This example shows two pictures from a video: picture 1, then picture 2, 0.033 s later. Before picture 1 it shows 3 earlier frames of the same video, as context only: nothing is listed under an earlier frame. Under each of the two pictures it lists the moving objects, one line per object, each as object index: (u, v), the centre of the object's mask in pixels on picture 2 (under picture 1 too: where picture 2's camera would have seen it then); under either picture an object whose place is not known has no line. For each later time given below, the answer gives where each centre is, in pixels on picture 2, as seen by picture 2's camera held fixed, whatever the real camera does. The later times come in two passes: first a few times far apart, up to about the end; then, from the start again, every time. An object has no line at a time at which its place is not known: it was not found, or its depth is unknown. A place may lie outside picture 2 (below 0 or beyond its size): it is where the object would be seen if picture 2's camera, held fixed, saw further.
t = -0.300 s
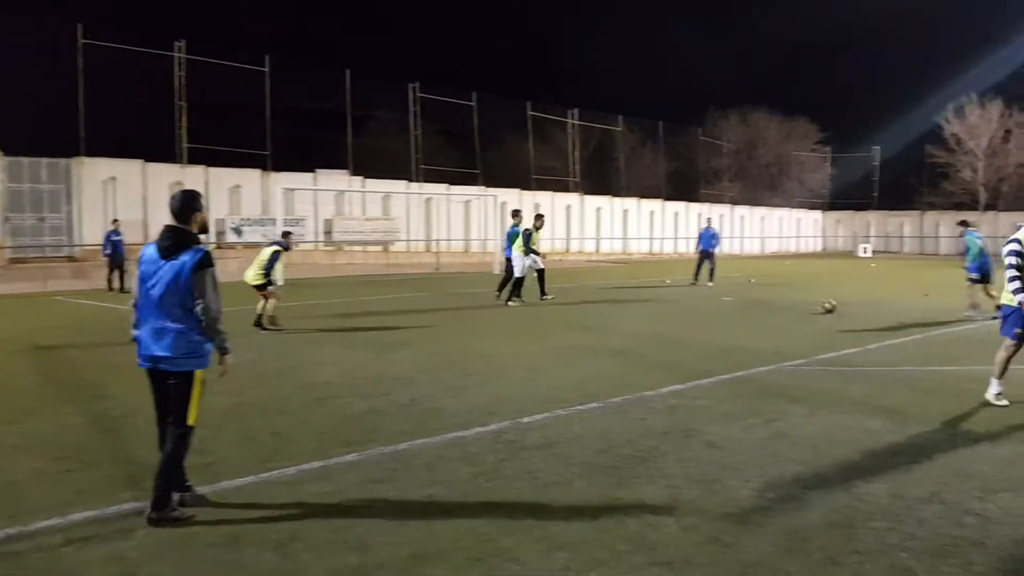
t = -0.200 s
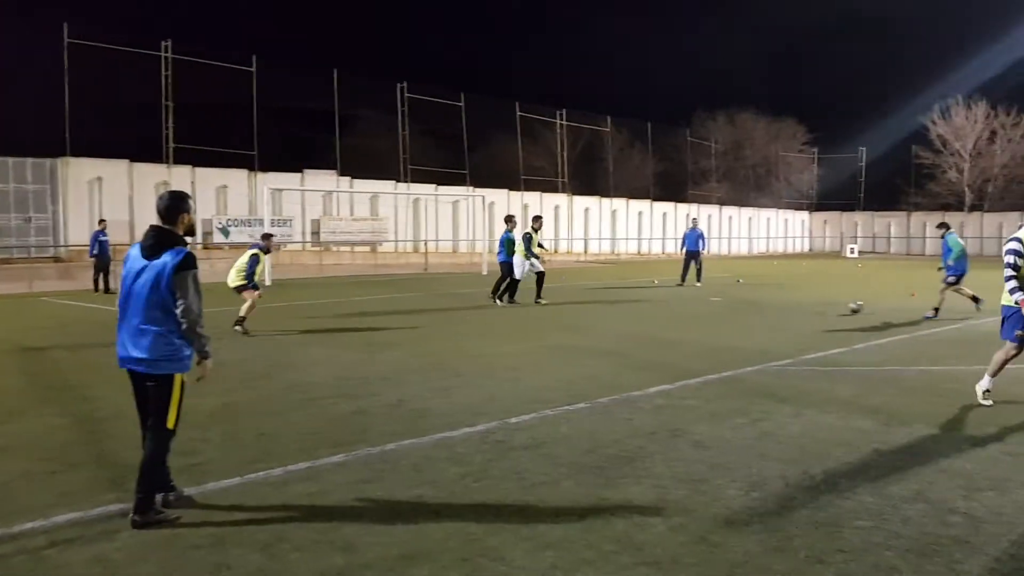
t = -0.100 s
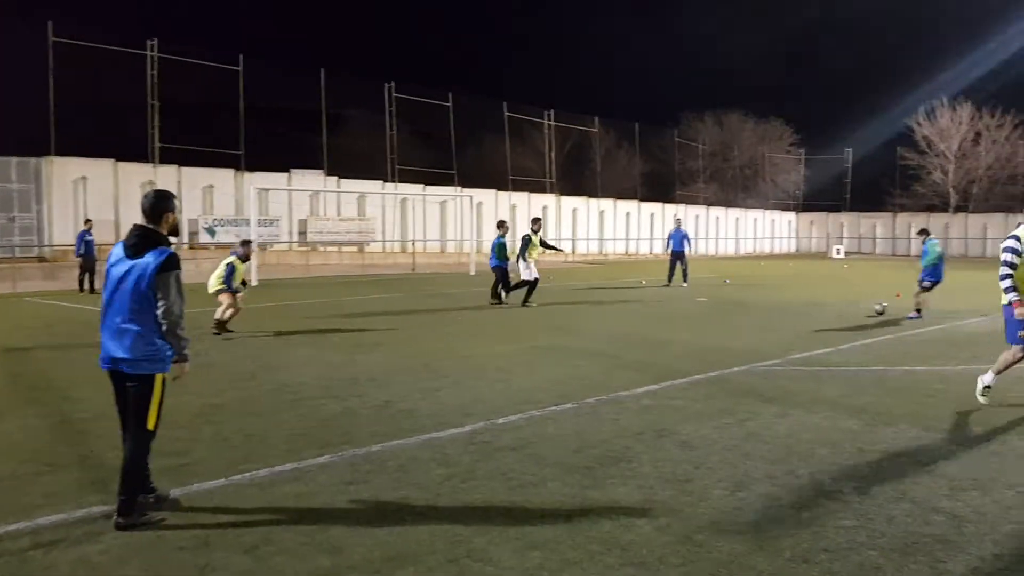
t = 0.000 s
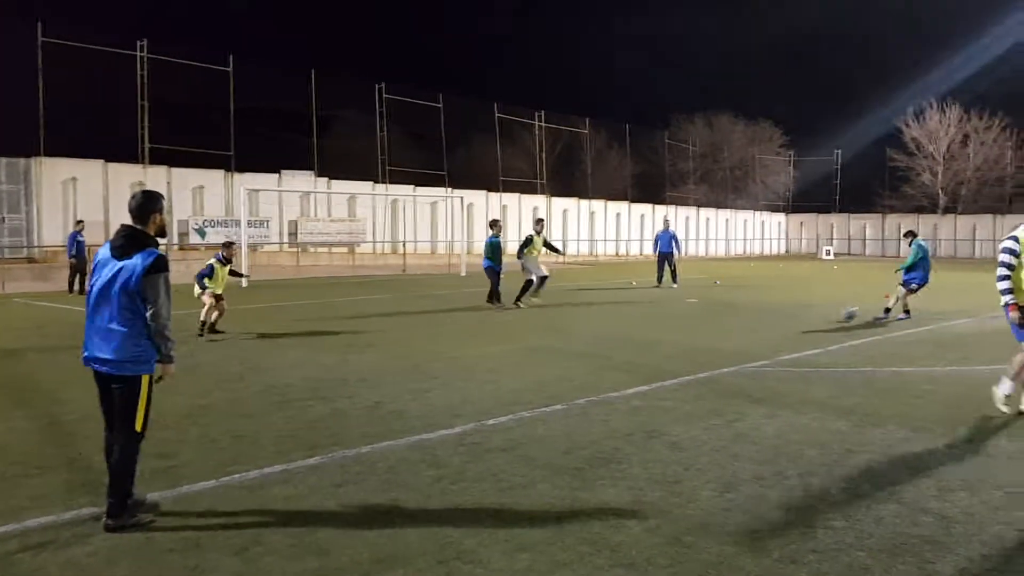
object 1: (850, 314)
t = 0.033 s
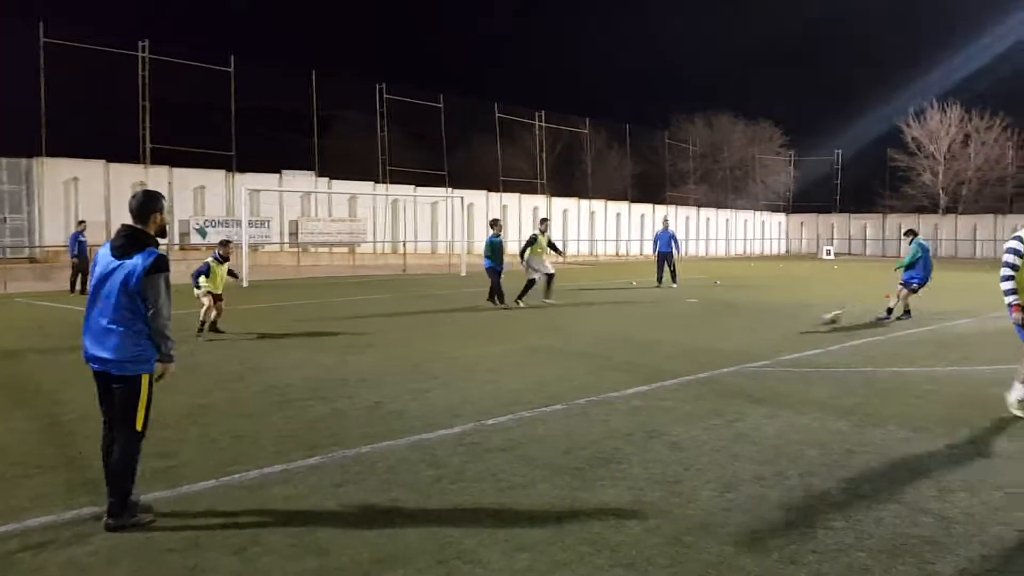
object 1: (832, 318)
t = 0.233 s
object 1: (727, 328)
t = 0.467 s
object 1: (586, 353)
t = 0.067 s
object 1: (818, 318)
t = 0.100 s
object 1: (799, 318)
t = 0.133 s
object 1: (783, 319)
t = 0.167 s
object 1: (764, 321)
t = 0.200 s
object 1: (746, 324)
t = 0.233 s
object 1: (727, 328)
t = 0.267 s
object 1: (706, 334)
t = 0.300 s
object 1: (688, 337)
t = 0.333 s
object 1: (669, 337)
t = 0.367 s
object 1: (648, 339)
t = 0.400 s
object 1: (629, 343)
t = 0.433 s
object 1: (608, 347)
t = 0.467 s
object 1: (586, 353)
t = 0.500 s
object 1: (564, 356)
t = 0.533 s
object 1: (543, 357)
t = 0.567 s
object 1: (521, 359)
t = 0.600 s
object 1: (498, 363)
